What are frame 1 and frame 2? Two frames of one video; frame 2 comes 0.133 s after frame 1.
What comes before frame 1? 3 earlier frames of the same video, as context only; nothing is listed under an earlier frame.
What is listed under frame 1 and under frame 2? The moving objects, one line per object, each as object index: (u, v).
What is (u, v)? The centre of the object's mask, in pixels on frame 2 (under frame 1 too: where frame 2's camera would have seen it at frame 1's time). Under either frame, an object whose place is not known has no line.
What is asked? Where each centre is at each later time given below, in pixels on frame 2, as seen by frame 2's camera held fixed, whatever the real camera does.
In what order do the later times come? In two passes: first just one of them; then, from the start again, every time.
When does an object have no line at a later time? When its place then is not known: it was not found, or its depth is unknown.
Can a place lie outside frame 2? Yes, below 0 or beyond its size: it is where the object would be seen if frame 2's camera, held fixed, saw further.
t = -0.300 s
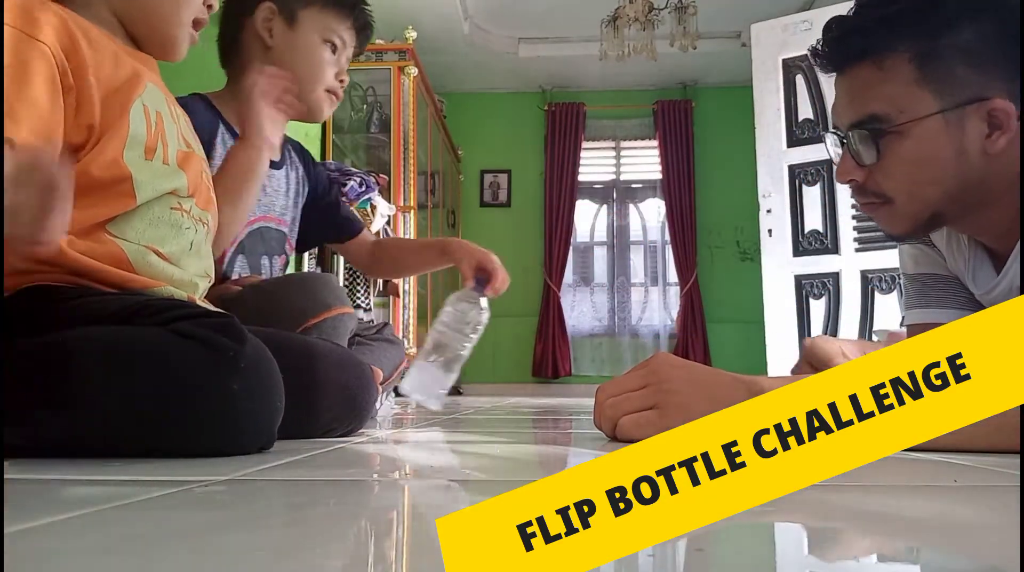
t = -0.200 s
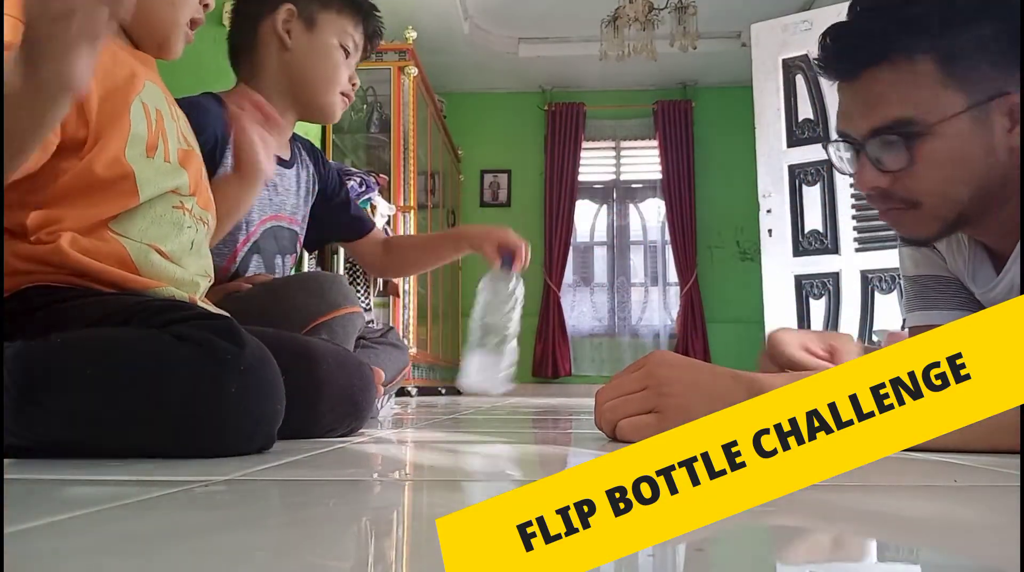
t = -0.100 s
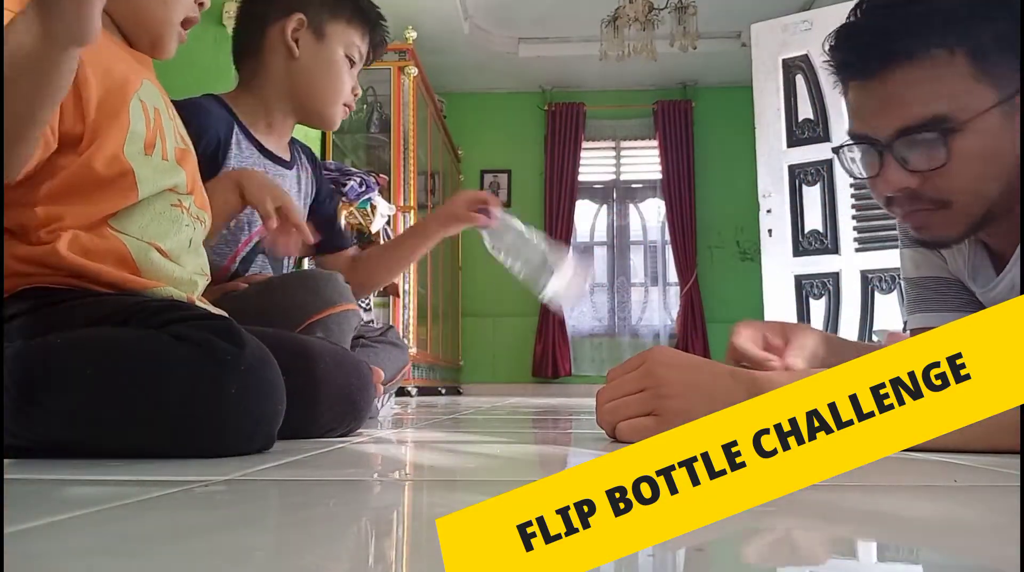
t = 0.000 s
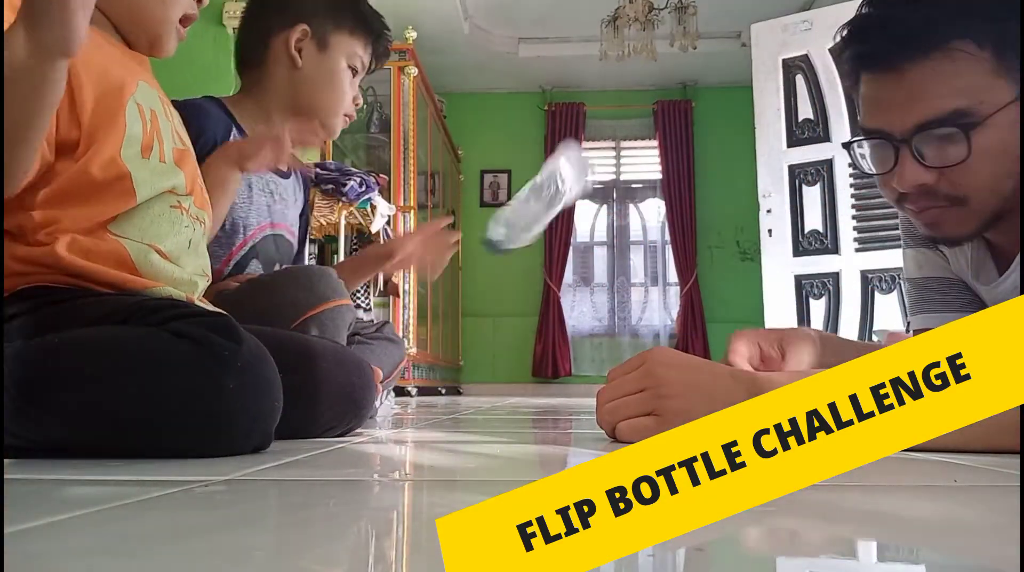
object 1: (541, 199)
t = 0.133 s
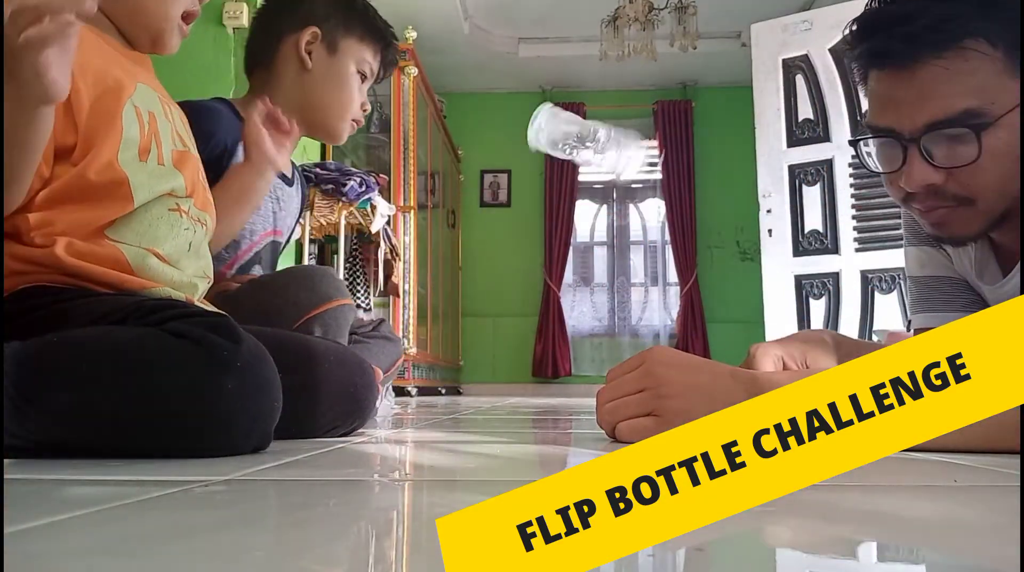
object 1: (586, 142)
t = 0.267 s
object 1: (568, 188)
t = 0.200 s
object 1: (582, 145)
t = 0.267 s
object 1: (568, 188)
